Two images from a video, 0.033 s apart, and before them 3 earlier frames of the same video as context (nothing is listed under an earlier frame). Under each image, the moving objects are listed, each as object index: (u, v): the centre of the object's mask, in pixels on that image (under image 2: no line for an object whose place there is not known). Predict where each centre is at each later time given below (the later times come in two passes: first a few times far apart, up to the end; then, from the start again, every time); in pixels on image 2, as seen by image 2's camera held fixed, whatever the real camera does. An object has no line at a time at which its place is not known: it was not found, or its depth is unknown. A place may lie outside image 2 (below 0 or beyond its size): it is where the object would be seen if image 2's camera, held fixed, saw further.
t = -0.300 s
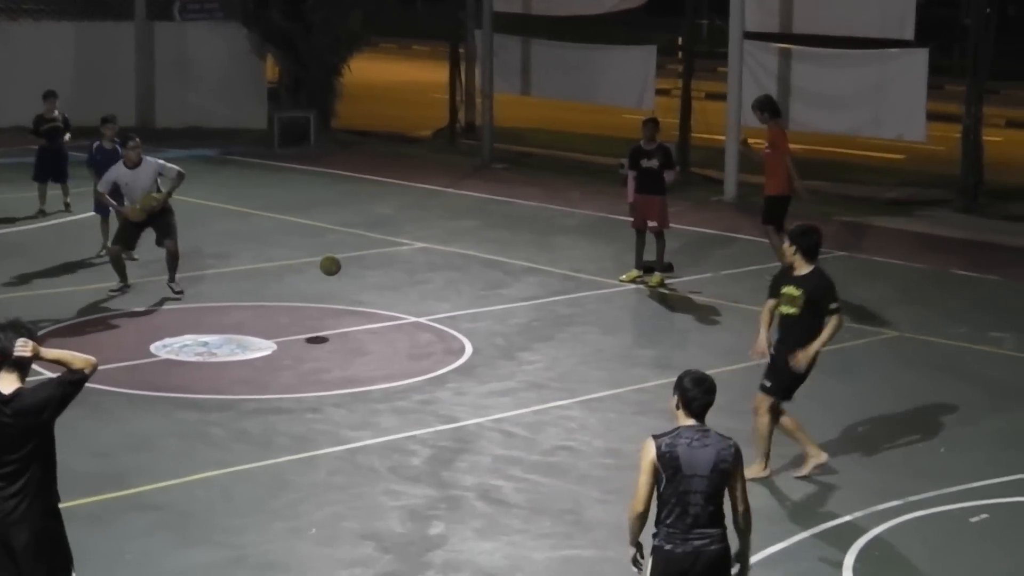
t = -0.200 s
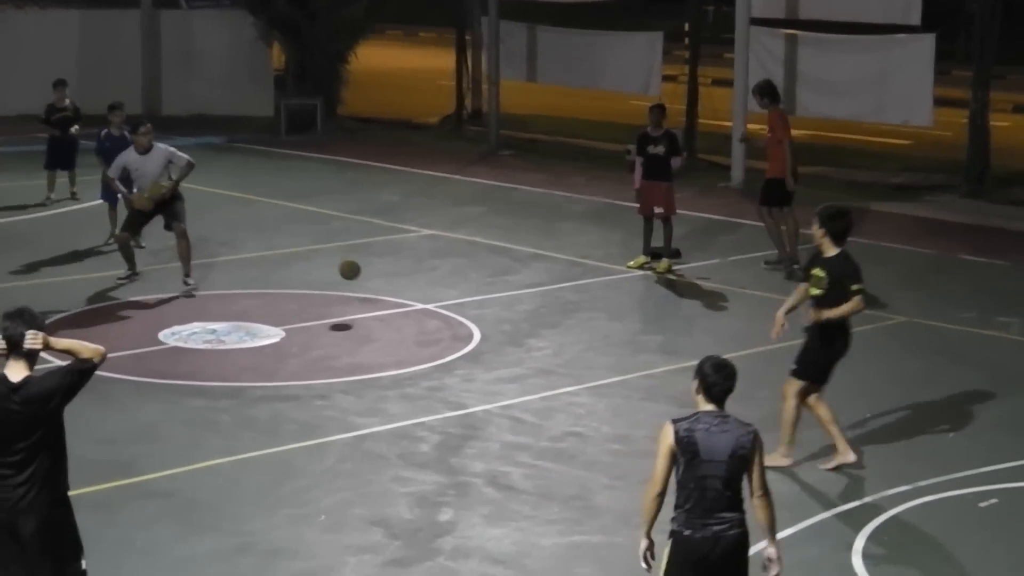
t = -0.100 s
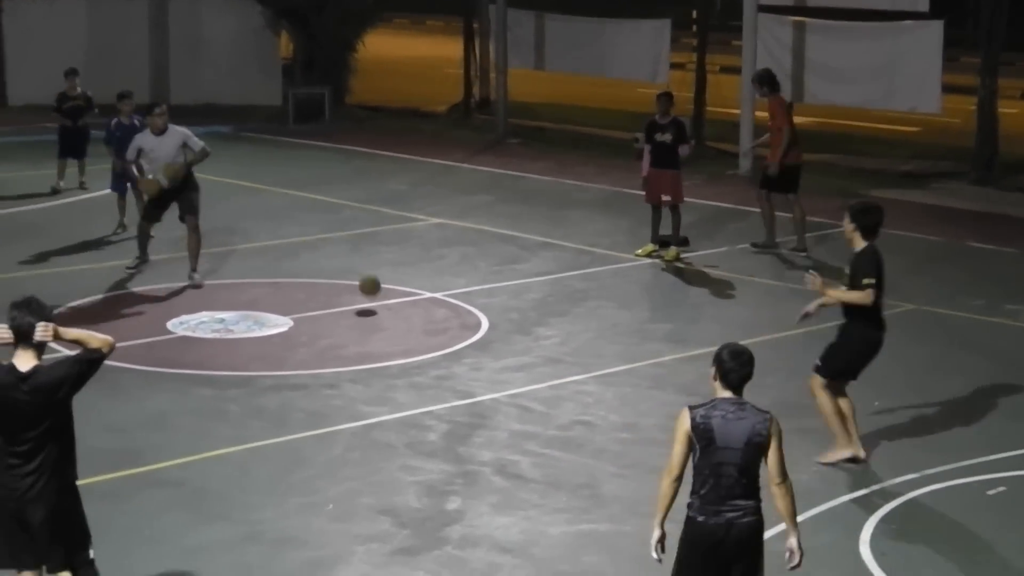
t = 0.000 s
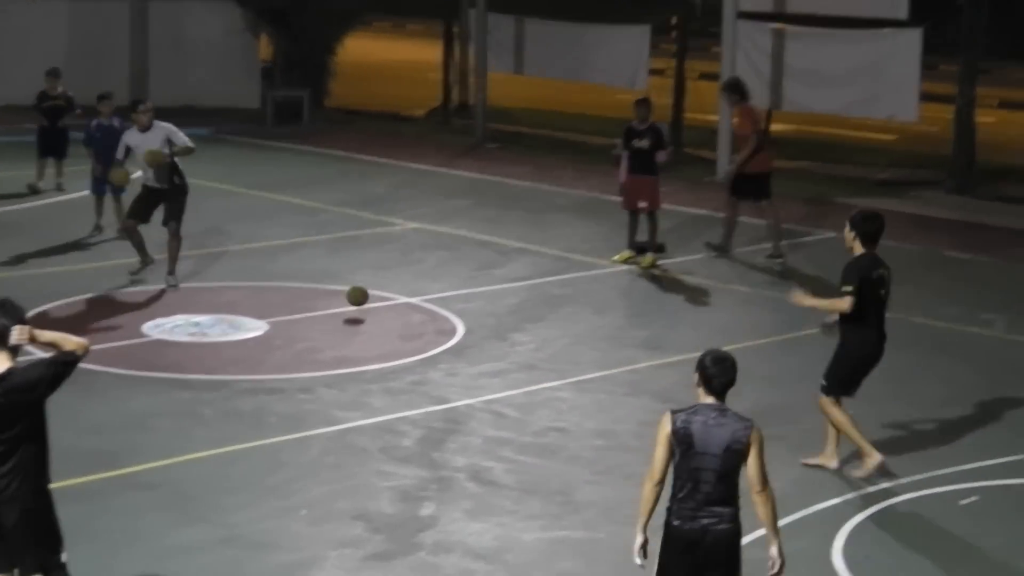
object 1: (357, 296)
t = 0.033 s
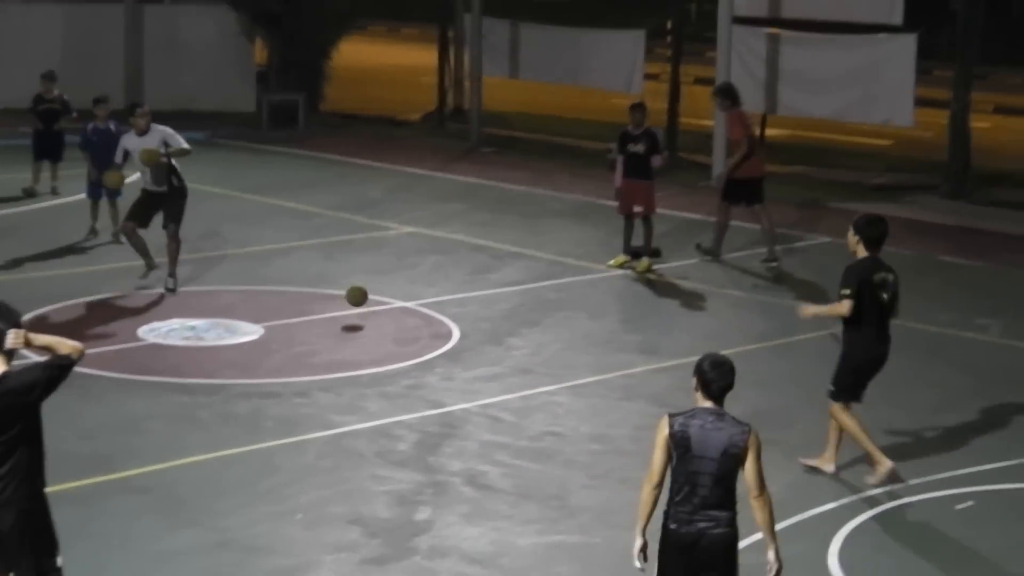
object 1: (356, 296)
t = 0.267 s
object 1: (383, 300)
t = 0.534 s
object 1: (413, 316)
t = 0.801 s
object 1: (443, 330)
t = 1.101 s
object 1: (474, 345)
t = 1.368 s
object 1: (500, 354)
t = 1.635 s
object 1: (524, 363)
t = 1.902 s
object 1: (547, 371)
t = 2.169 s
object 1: (569, 377)
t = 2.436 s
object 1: (587, 384)
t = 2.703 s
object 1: (605, 391)
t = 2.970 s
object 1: (618, 396)
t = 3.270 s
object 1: (633, 403)
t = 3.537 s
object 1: (644, 408)
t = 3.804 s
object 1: (652, 413)
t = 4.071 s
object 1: (660, 418)
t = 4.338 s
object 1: (666, 423)
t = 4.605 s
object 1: (671, 428)
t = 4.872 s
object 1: (674, 432)
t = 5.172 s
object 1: (675, 434)
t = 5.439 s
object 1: (673, 435)
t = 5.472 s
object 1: (673, 435)
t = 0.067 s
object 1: (360, 293)
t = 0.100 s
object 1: (364, 291)
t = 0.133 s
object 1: (368, 290)
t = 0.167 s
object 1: (371, 290)
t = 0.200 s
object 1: (375, 292)
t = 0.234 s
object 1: (379, 296)
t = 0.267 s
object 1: (383, 300)
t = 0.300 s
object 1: (387, 306)
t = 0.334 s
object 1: (391, 314)
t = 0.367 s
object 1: (395, 322)
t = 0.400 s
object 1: (398, 323)
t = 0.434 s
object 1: (401, 319)
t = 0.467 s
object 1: (406, 317)
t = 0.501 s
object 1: (409, 316)
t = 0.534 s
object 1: (413, 316)
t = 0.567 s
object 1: (417, 318)
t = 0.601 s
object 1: (421, 320)
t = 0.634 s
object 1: (425, 324)
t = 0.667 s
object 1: (429, 330)
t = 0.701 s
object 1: (433, 335)
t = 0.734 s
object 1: (437, 334)
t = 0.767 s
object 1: (439, 332)
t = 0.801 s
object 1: (443, 330)
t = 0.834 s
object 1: (446, 331)
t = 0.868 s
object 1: (451, 333)
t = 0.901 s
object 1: (455, 336)
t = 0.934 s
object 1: (457, 341)
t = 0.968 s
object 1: (461, 343)
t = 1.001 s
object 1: (464, 342)
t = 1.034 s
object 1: (468, 341)
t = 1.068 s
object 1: (471, 342)
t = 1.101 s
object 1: (474, 345)
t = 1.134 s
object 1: (477, 349)
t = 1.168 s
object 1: (480, 350)
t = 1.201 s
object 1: (484, 349)
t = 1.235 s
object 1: (487, 349)
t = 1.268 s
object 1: (490, 351)
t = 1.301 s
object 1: (494, 354)
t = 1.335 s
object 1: (497, 354)
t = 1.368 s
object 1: (500, 354)
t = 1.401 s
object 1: (503, 355)
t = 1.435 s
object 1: (506, 358)
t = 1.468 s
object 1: (510, 358)
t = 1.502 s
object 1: (513, 358)
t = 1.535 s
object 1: (516, 360)
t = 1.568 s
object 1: (518, 361)
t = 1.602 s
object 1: (521, 362)
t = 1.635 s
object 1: (524, 363)
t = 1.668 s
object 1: (527, 364)
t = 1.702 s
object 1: (530, 365)
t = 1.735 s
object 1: (533, 366)
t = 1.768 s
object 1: (535, 367)
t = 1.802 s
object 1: (538, 368)
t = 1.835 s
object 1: (541, 369)
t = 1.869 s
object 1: (544, 370)
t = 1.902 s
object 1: (547, 371)
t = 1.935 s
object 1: (550, 372)
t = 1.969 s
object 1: (553, 373)
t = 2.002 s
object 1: (555, 373)
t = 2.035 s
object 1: (558, 375)
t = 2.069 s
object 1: (561, 375)
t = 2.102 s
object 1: (564, 376)
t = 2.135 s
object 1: (566, 377)
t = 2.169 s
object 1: (569, 377)
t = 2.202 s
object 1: (571, 378)
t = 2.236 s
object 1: (573, 379)
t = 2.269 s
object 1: (575, 380)
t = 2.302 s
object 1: (578, 381)
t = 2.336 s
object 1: (580, 382)
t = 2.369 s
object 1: (583, 382)
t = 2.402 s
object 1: (585, 383)
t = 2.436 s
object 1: (587, 384)
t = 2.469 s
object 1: (590, 385)
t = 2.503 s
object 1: (592, 386)
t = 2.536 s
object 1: (594, 386)
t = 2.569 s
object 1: (597, 387)
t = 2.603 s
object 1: (598, 388)
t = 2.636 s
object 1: (601, 389)
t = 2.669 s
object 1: (603, 390)
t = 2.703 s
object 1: (605, 391)
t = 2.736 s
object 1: (607, 391)
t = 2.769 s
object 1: (609, 392)
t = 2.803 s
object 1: (610, 393)
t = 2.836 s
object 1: (612, 394)
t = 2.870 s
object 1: (613, 394)
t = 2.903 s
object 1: (615, 395)
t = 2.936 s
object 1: (617, 396)
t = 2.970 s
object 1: (618, 396)
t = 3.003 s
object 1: (620, 397)
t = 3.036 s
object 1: (622, 398)
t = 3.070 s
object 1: (623, 399)
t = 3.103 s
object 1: (625, 400)
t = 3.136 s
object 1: (627, 400)
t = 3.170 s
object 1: (628, 401)
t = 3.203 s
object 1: (629, 402)
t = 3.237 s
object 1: (631, 403)
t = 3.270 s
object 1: (633, 403)
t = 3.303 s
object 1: (634, 404)
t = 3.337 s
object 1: (636, 405)
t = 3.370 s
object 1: (637, 405)
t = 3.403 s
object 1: (639, 406)
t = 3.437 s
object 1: (640, 406)
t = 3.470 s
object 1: (641, 407)
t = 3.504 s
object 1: (642, 408)
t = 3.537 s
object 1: (644, 408)
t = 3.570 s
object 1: (645, 409)
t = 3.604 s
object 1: (646, 410)
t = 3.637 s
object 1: (647, 410)
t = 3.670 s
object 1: (648, 411)
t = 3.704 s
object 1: (649, 412)
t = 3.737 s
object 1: (650, 412)
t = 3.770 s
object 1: (651, 413)
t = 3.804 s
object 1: (652, 413)
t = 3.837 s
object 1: (653, 414)
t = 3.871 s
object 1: (654, 414)
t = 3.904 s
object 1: (655, 415)
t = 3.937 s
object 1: (656, 416)
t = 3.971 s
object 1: (657, 416)
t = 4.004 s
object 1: (658, 417)
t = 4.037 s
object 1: (659, 417)
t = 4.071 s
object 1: (660, 418)
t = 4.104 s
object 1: (661, 419)
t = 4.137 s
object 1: (662, 419)
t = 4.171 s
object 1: (663, 420)
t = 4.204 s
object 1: (663, 420)
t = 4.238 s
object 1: (664, 421)
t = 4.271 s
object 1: (664, 422)
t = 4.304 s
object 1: (665, 422)
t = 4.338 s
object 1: (666, 423)
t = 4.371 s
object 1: (667, 424)
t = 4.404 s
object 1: (667, 424)
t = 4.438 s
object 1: (668, 425)
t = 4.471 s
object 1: (668, 425)
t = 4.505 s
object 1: (669, 426)
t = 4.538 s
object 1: (669, 426)
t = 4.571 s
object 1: (670, 427)
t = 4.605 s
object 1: (671, 428)
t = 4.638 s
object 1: (672, 428)
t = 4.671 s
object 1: (672, 429)
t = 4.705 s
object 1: (672, 429)
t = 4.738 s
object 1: (672, 429)
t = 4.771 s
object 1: (673, 430)
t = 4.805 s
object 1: (674, 431)
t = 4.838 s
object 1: (674, 431)
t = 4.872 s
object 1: (674, 432)
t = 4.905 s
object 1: (675, 432)
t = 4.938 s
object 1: (675, 432)
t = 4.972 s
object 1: (675, 432)
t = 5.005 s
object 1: (675, 433)
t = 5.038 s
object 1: (675, 433)
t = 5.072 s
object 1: (675, 433)
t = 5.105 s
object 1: (676, 434)
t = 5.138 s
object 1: (676, 434)
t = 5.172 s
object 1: (675, 434)
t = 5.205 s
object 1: (675, 434)
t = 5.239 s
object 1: (675, 434)
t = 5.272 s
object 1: (675, 435)
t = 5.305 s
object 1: (674, 434)
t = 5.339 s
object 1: (674, 434)
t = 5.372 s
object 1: (673, 435)
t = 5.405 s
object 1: (673, 435)
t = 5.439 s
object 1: (673, 435)
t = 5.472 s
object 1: (673, 435)
